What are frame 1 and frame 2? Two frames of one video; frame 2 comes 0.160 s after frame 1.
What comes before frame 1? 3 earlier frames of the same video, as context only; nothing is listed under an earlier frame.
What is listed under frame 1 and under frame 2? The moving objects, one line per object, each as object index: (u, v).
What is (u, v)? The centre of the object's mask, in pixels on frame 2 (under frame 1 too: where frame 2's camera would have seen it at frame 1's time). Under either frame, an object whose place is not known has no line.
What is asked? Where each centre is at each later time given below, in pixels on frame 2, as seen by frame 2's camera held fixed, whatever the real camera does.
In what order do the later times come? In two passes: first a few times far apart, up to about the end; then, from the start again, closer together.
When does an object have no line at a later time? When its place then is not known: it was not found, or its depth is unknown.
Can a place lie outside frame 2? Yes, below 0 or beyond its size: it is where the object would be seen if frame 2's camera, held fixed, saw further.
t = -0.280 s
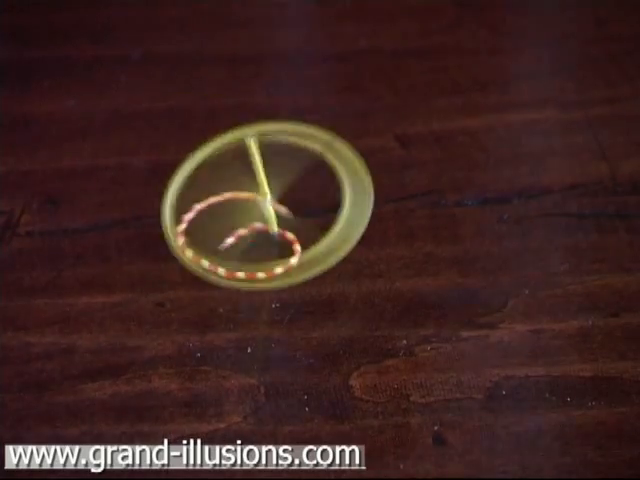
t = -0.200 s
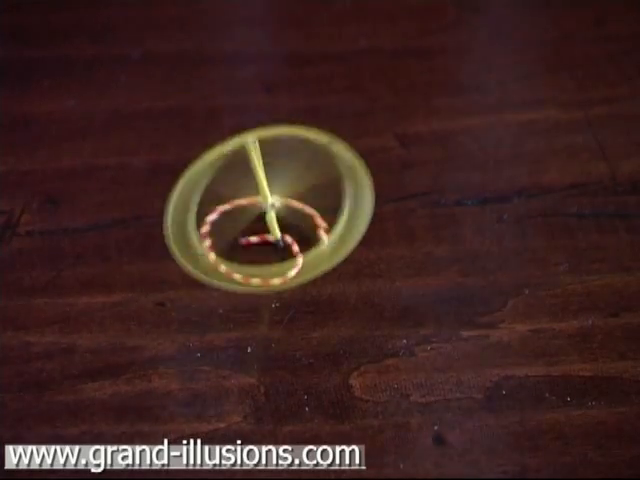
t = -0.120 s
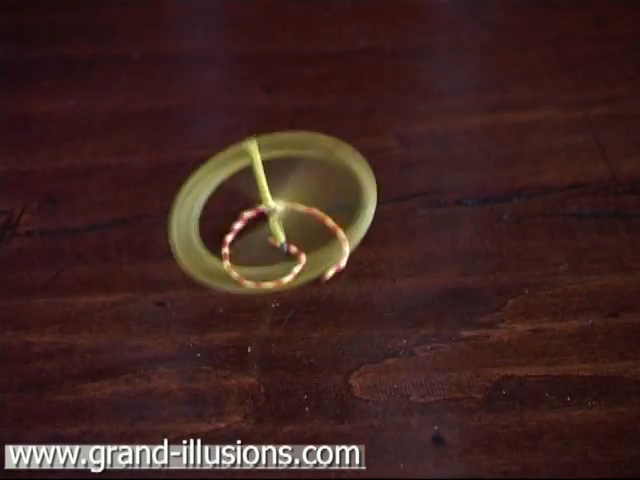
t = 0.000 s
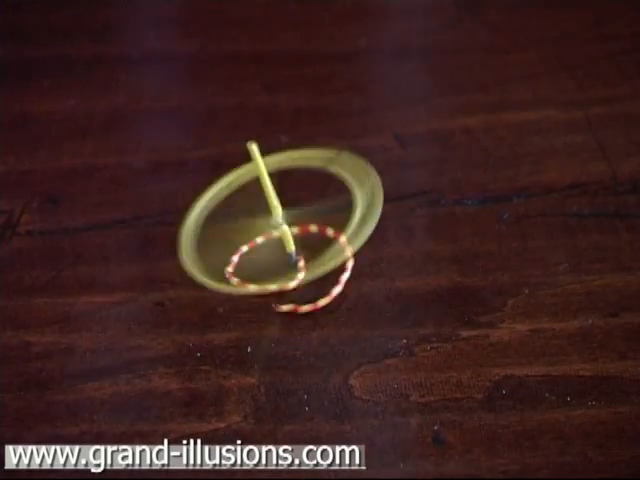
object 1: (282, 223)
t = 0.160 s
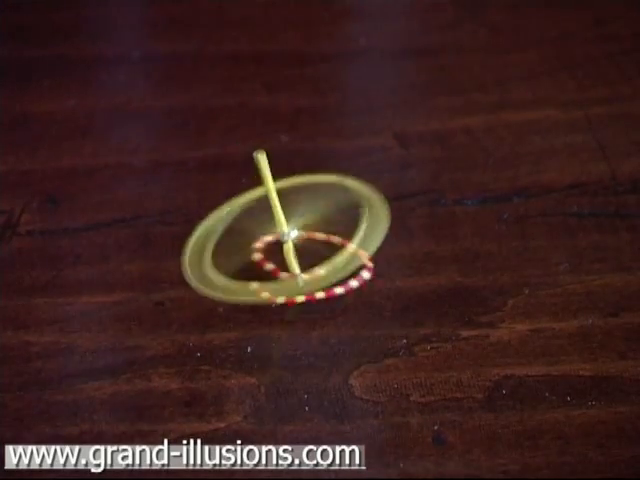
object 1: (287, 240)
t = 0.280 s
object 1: (289, 255)
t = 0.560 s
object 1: (276, 271)
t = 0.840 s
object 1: (269, 273)
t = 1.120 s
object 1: (263, 261)
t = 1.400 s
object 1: (282, 247)
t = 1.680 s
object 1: (313, 250)
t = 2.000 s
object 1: (338, 272)
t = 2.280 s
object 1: (331, 297)
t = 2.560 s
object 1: (308, 312)
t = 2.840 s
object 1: (298, 314)
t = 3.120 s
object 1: (282, 320)
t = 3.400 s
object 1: (281, 325)
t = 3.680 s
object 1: (300, 335)
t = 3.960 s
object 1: (314, 346)
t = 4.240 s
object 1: (285, 347)
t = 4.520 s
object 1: (290, 335)
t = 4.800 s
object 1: (303, 335)
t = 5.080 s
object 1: (314, 346)
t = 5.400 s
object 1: (309, 365)
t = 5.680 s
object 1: (293, 362)
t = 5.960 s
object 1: (312, 358)
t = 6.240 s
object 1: (323, 357)
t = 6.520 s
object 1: (335, 370)
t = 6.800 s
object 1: (329, 370)
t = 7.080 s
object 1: (336, 370)
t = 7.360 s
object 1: (357, 367)
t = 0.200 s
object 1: (287, 245)
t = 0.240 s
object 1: (288, 249)
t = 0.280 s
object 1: (289, 255)
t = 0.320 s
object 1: (280, 252)
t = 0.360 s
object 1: (281, 256)
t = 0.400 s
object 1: (281, 259)
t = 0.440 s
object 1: (281, 262)
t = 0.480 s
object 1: (280, 267)
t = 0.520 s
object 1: (277, 270)
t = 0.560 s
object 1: (276, 271)
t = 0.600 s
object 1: (273, 272)
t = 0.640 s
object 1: (273, 274)
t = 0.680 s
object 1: (272, 274)
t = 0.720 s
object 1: (269, 274)
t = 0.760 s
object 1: (270, 275)
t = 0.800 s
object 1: (269, 274)
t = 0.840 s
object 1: (269, 273)
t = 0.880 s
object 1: (267, 272)
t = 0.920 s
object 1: (266, 271)
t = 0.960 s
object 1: (265, 270)
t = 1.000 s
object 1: (264, 267)
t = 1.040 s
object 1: (263, 265)
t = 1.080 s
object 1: (262, 262)
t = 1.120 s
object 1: (263, 261)
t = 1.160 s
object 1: (264, 259)
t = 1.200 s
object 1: (266, 257)
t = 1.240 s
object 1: (268, 255)
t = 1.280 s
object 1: (271, 252)
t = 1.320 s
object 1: (274, 250)
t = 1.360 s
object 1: (278, 248)
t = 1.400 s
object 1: (282, 247)
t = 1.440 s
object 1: (287, 246)
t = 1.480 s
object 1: (293, 246)
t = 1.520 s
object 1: (298, 245)
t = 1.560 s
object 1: (303, 246)
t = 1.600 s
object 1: (306, 248)
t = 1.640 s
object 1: (310, 249)
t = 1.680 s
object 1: (313, 250)
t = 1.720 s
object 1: (316, 252)
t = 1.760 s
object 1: (318, 253)
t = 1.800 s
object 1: (321, 255)
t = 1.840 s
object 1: (325, 260)
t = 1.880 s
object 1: (329, 263)
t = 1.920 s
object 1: (333, 266)
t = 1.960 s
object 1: (335, 269)
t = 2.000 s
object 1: (338, 272)
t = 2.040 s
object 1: (339, 275)
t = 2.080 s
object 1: (339, 278)
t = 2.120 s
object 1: (338, 280)
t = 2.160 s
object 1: (338, 283)
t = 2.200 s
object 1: (336, 287)
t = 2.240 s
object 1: (334, 291)
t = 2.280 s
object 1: (331, 297)
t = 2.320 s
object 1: (328, 301)
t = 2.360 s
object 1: (324, 305)
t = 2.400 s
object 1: (320, 307)
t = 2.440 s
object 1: (314, 309)
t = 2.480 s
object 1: (311, 310)
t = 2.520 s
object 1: (309, 311)
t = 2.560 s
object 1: (308, 312)
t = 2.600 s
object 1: (308, 312)
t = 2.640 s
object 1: (307, 313)
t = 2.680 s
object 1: (304, 313)
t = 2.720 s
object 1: (302, 313)
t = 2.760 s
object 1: (301, 313)
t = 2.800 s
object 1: (299, 313)
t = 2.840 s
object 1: (298, 314)
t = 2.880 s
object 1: (299, 317)
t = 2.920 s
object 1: (298, 318)
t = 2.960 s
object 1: (295, 319)
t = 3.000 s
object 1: (293, 318)
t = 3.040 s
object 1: (290, 319)
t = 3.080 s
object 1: (287, 319)
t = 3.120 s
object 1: (282, 320)
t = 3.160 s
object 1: (279, 322)
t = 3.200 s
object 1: (278, 323)
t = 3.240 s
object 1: (278, 322)
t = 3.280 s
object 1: (278, 322)
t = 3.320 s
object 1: (279, 322)
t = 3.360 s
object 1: (279, 322)
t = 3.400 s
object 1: (281, 325)
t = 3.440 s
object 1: (278, 324)
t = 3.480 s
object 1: (282, 325)
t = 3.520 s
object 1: (286, 326)
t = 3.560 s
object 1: (289, 327)
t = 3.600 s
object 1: (292, 330)
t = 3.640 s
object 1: (296, 332)
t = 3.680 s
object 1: (300, 335)
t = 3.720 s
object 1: (306, 337)
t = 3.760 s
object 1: (309, 339)
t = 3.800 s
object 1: (310, 340)
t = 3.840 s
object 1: (312, 342)
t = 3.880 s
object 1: (314, 345)
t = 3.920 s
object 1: (315, 346)
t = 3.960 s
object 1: (314, 346)
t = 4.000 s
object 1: (311, 346)
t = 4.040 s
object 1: (303, 346)
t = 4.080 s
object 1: (301, 348)
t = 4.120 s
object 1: (297, 348)
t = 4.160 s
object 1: (296, 348)
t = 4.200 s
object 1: (291, 347)
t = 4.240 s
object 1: (285, 347)
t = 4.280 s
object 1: (284, 347)
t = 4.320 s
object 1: (284, 345)
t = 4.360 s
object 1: (284, 342)
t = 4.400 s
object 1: (281, 339)
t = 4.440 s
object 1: (283, 339)
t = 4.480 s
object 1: (285, 338)
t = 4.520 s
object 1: (290, 335)
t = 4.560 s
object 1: (290, 332)
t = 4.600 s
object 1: (291, 335)
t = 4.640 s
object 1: (293, 335)
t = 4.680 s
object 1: (297, 334)
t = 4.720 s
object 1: (299, 331)
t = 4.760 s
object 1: (300, 334)
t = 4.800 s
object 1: (303, 335)
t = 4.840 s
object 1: (306, 335)
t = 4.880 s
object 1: (306, 335)
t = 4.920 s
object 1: (307, 339)
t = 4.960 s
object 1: (310, 343)
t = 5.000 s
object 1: (313, 342)
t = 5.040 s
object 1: (312, 344)
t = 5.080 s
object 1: (314, 346)
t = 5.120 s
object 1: (319, 349)
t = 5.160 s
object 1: (322, 349)
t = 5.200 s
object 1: (319, 352)
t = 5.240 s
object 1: (318, 357)
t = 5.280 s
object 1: (317, 358)
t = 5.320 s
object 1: (315, 360)
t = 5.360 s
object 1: (308, 356)
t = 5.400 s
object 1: (309, 365)
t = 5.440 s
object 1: (309, 365)
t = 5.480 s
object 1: (305, 364)
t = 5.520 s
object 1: (302, 366)
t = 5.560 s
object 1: (300, 367)
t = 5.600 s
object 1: (297, 363)
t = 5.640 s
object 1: (292, 363)
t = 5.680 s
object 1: (293, 362)
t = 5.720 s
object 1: (296, 359)
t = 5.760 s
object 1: (295, 360)
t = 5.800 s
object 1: (296, 360)
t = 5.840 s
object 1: (302, 358)
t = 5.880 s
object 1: (300, 355)
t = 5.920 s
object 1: (304, 357)
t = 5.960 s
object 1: (312, 358)
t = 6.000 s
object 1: (310, 355)
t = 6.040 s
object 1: (312, 357)
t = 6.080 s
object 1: (321, 357)
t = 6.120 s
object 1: (321, 356)
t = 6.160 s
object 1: (321, 361)
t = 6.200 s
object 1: (325, 360)
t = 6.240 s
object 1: (323, 357)
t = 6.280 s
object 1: (323, 359)
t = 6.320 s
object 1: (328, 360)
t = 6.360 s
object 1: (328, 358)
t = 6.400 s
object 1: (330, 362)
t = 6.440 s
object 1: (336, 363)
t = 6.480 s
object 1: (335, 365)
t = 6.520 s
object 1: (335, 370)
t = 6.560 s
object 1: (329, 363)
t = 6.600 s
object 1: (324, 362)
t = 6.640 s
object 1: (323, 364)
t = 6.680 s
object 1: (326, 364)
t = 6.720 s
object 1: (324, 364)
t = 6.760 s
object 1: (326, 368)
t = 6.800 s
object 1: (329, 370)
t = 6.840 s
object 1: (326, 371)
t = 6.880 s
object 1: (330, 373)
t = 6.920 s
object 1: (330, 369)
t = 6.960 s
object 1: (330, 371)
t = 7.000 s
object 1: (335, 371)
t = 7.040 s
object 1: (333, 369)
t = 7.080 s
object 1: (336, 370)
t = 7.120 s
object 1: (342, 367)
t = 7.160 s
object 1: (341, 368)
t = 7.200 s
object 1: (346, 368)
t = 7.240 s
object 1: (347, 365)
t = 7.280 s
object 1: (350, 367)
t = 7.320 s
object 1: (358, 365)
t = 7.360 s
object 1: (357, 367)
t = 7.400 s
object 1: (362, 371)
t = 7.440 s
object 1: (364, 369)
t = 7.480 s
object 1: (366, 372)
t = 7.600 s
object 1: (375, 376)
